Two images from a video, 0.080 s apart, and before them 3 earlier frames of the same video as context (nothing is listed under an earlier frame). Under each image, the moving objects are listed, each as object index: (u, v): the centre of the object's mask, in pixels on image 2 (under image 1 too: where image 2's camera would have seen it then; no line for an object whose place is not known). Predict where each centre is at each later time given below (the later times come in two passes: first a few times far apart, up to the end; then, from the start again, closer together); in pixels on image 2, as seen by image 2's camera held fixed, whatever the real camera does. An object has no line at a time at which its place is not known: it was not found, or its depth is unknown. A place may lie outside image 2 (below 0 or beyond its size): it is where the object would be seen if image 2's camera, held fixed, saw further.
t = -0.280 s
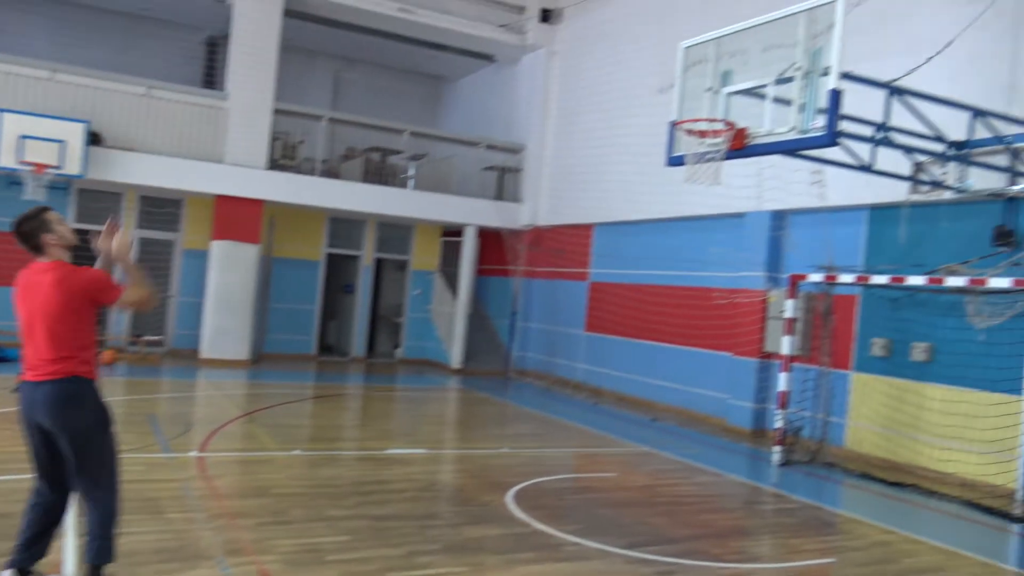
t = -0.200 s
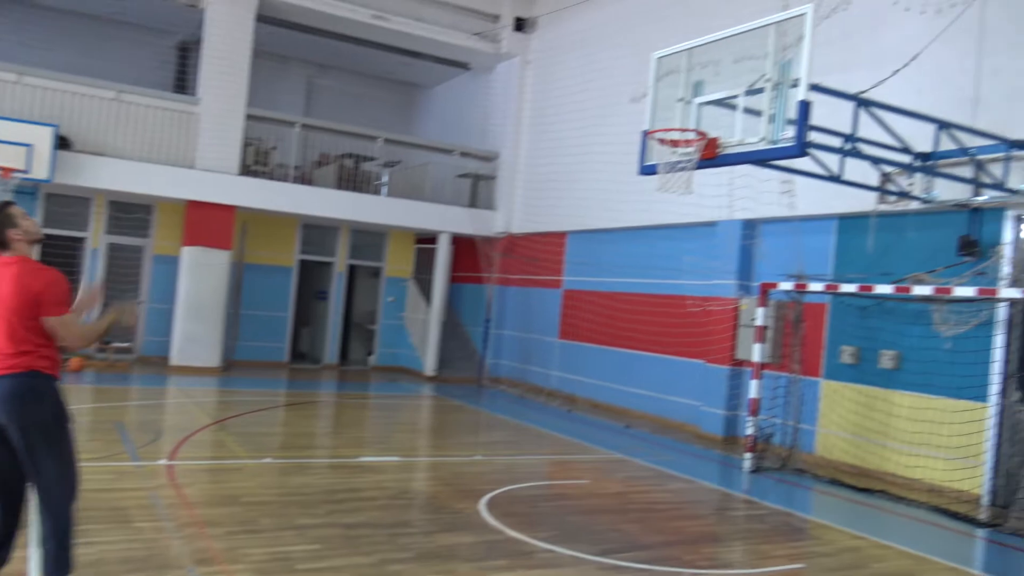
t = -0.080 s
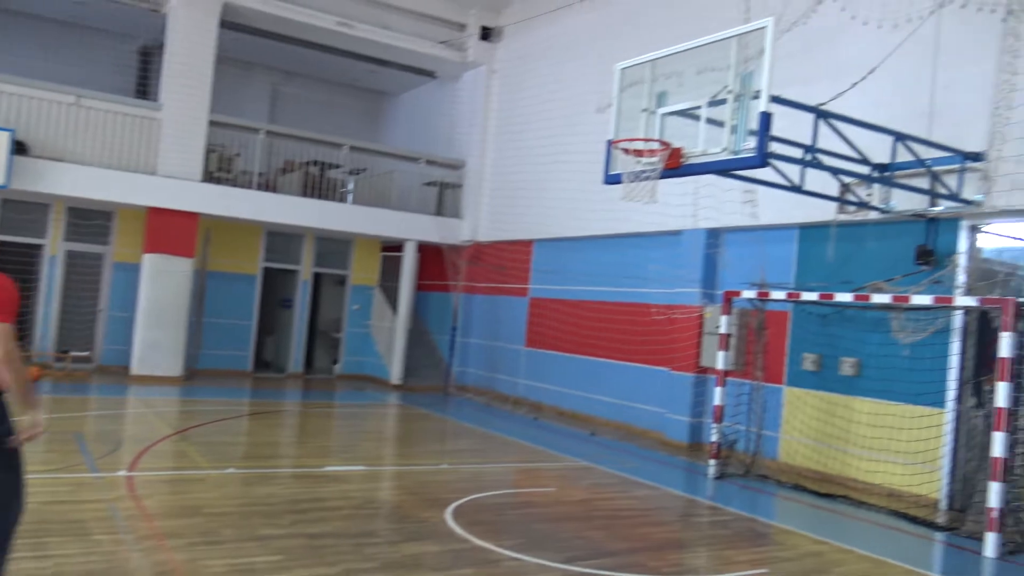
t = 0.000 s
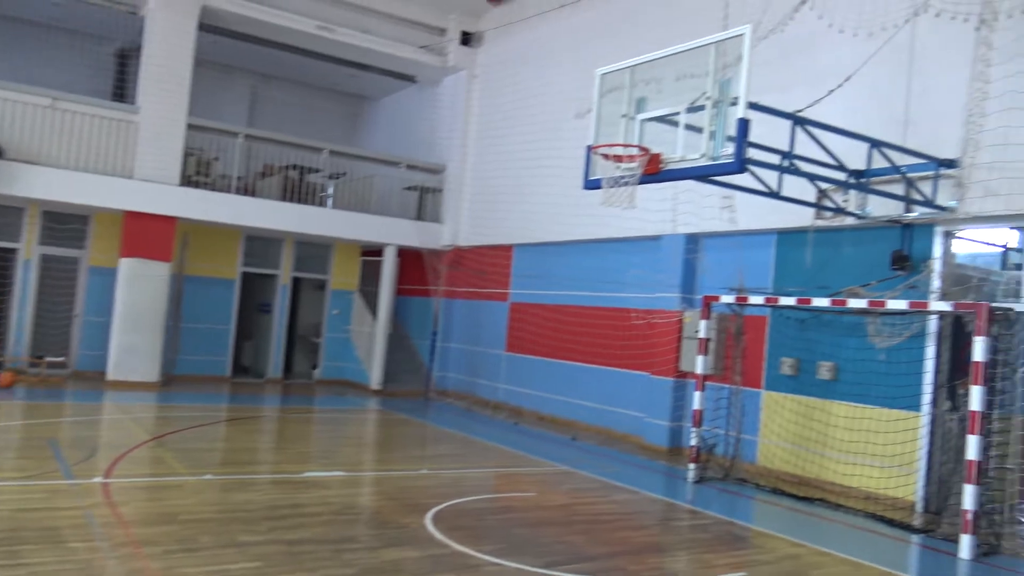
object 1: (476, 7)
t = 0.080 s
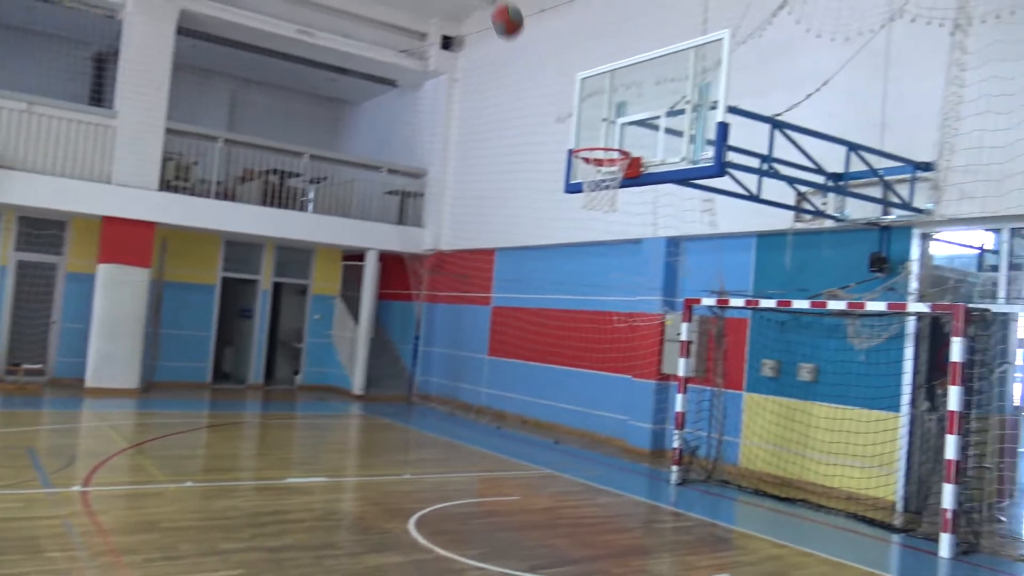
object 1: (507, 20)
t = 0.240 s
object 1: (560, 98)
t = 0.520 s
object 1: (613, 202)
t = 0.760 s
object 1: (624, 293)
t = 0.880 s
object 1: (629, 362)
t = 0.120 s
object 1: (522, 38)
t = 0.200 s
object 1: (548, 77)
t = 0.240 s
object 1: (560, 98)
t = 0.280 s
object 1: (572, 120)
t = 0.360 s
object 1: (595, 160)
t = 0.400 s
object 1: (604, 176)
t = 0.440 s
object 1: (606, 184)
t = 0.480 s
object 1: (611, 191)
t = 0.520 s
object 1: (613, 202)
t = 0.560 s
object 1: (616, 211)
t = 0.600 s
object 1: (618, 223)
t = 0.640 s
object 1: (620, 237)
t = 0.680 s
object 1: (622, 254)
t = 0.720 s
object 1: (623, 273)
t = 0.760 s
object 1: (624, 293)
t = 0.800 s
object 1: (626, 315)
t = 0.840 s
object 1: (628, 339)
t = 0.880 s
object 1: (629, 362)
